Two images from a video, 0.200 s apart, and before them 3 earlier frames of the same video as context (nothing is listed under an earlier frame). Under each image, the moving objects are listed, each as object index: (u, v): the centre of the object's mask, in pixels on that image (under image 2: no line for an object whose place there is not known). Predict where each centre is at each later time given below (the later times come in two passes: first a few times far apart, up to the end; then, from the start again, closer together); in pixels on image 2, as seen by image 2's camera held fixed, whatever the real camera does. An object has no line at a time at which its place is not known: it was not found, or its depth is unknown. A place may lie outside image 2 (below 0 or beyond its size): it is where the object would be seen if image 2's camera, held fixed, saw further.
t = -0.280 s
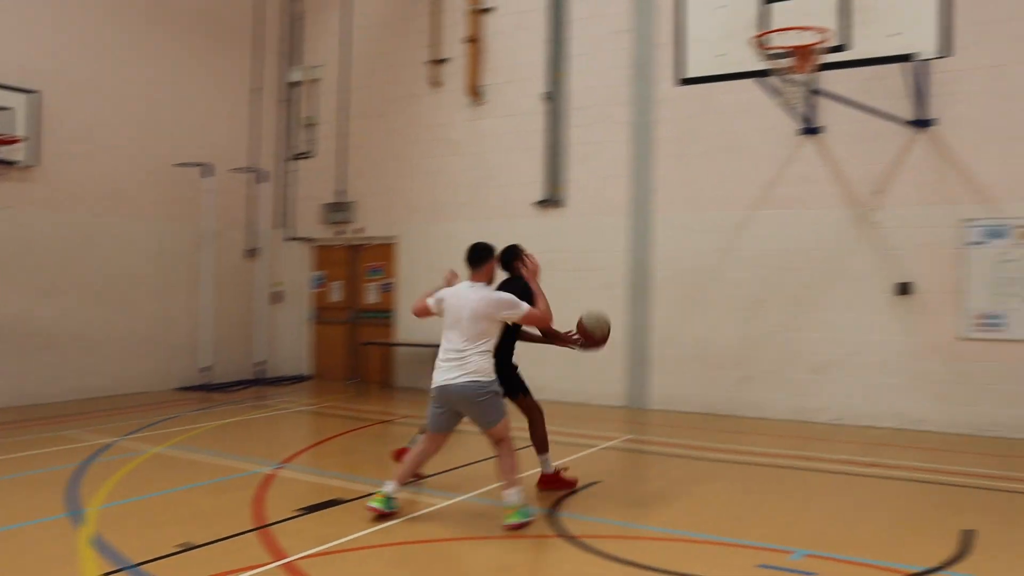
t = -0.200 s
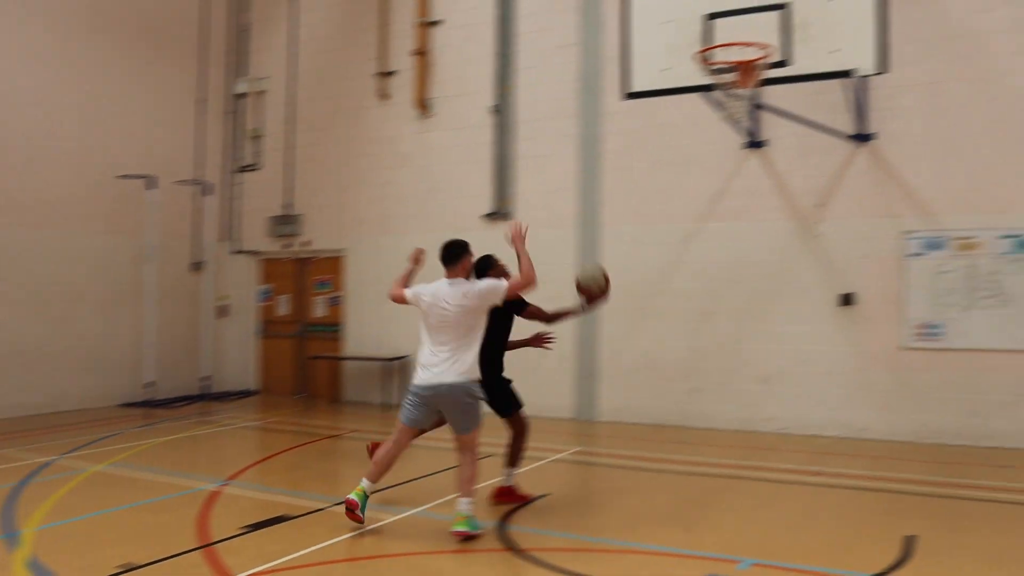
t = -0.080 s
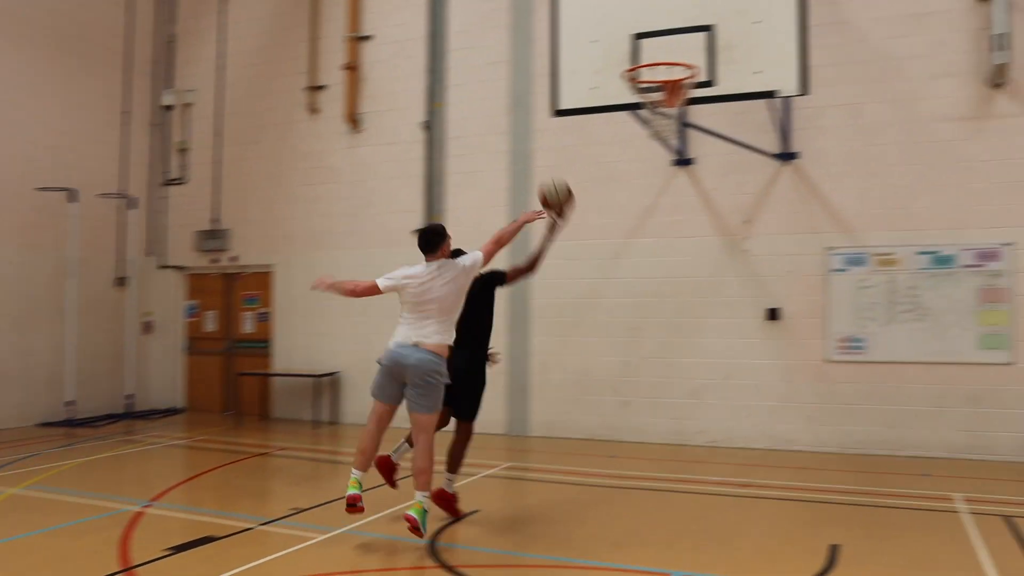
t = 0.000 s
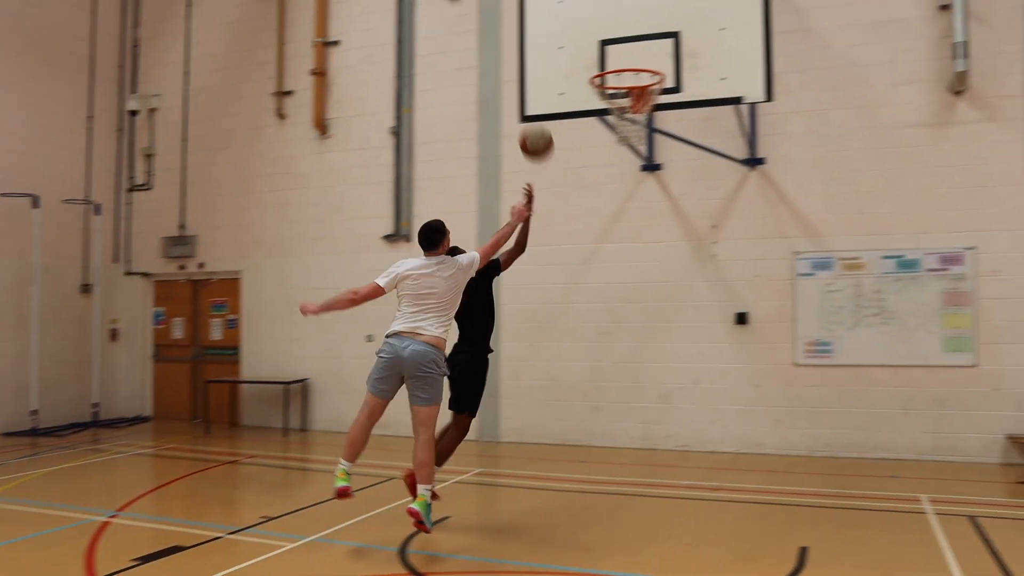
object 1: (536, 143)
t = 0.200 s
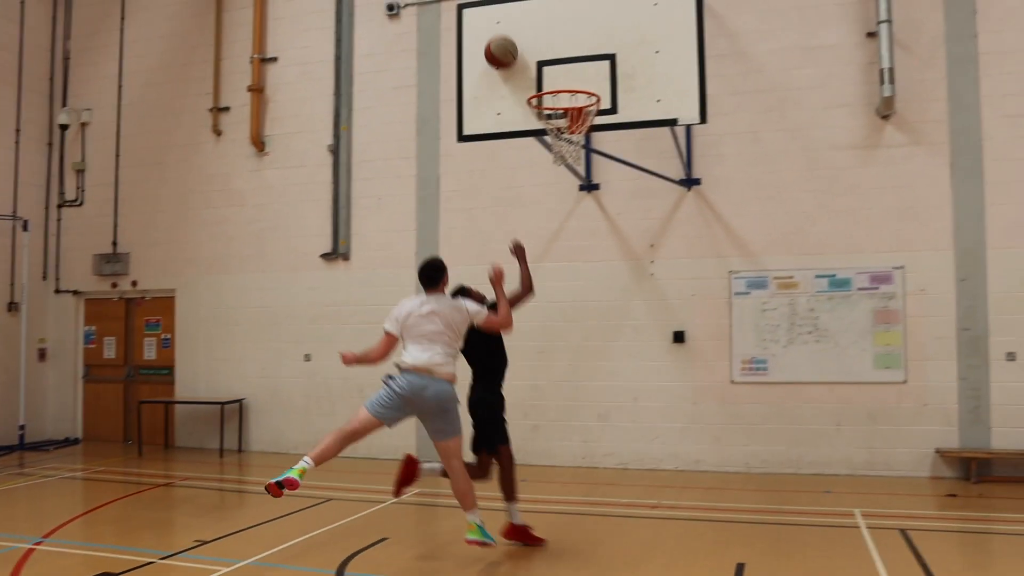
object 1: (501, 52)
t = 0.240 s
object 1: (506, 37)
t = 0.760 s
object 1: (555, 40)
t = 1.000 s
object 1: (569, 112)
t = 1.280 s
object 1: (558, 119)
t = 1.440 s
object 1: (562, 150)
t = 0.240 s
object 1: (506, 37)
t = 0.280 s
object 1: (511, 24)
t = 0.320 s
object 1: (516, 13)
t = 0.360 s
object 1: (519, 6)
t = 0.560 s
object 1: (537, -1)
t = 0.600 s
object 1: (540, 1)
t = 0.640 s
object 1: (544, 7)
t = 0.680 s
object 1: (547, 16)
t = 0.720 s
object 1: (552, 27)
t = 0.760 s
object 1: (555, 40)
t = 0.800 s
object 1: (559, 55)
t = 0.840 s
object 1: (563, 73)
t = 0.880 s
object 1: (566, 95)
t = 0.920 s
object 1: (568, 101)
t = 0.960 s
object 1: (569, 106)
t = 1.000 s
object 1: (569, 112)
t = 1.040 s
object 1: (569, 112)
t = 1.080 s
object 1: (568, 109)
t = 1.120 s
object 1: (565, 108)
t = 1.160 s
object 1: (564, 110)
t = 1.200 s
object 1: (561, 113)
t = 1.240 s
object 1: (560, 117)
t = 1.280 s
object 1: (558, 119)
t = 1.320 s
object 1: (557, 125)
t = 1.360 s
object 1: (560, 132)
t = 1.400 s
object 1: (567, 142)
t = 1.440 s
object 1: (562, 150)
